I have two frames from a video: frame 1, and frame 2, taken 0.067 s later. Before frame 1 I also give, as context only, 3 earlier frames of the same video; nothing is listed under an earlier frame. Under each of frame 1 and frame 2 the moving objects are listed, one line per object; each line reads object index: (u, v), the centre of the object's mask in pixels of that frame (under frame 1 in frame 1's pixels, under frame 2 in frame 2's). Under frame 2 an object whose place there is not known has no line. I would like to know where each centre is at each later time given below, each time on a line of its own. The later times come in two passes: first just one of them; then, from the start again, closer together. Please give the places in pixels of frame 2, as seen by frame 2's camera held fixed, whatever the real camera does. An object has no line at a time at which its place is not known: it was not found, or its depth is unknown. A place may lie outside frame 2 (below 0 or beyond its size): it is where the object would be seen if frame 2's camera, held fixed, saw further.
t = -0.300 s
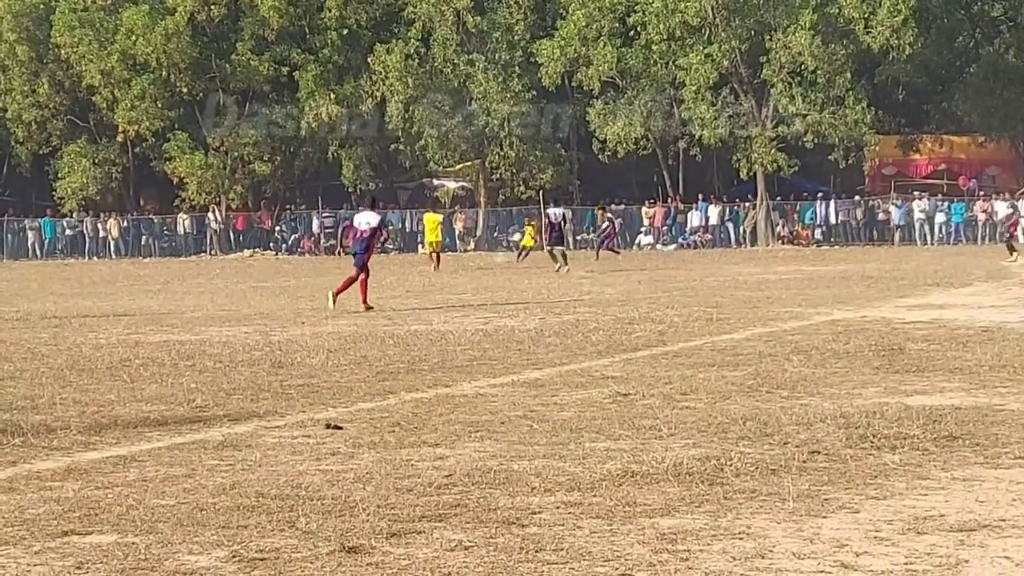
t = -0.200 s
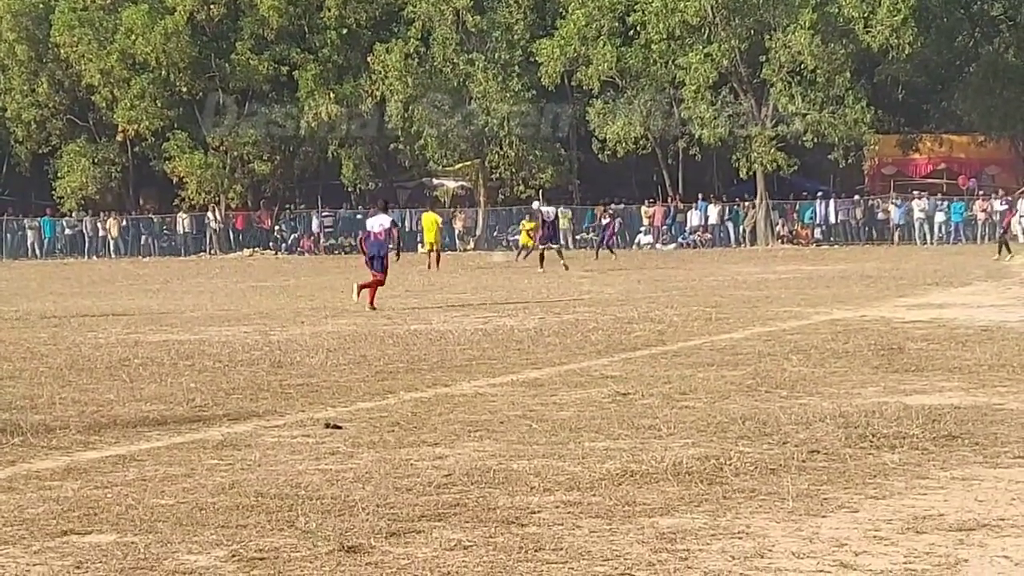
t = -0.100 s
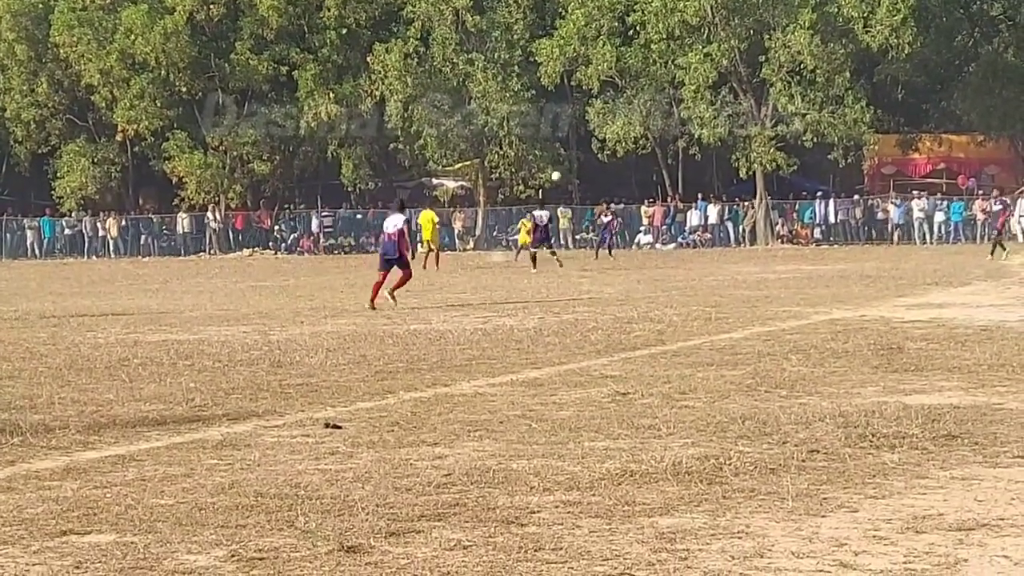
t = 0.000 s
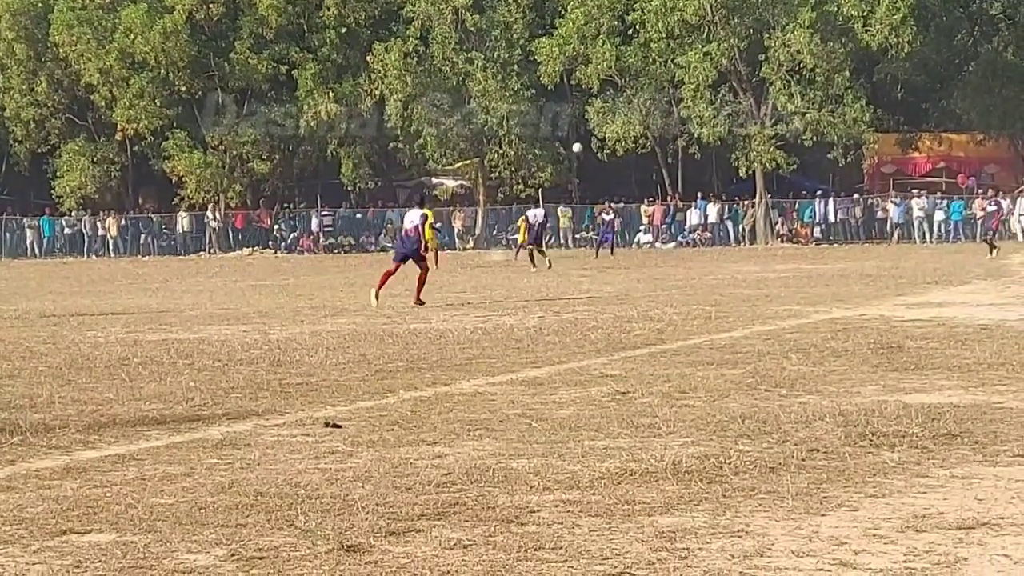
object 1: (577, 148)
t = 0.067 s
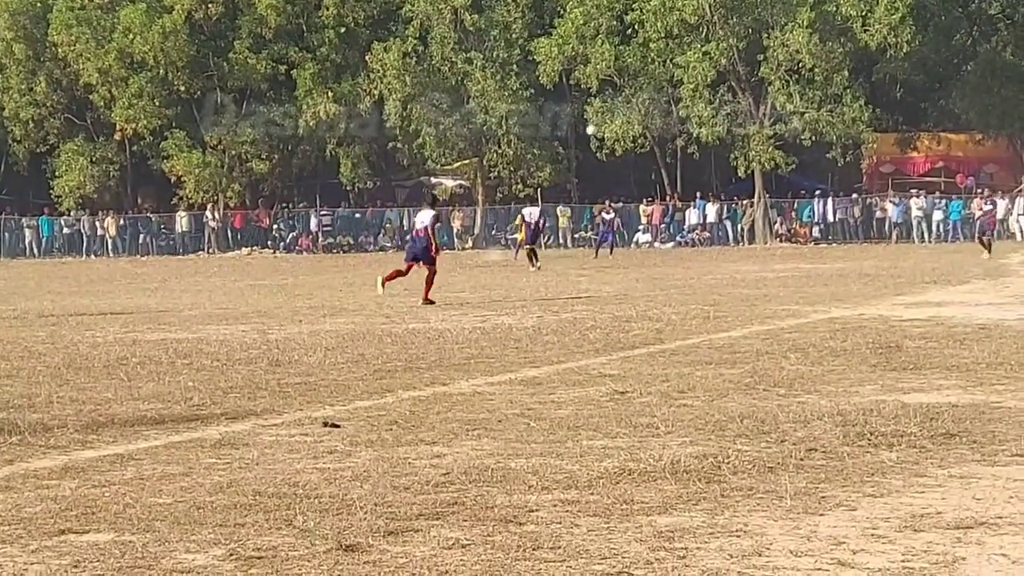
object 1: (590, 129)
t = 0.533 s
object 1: (715, 43)
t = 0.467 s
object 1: (696, 52)
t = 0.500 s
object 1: (706, 47)
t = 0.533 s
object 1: (715, 43)
